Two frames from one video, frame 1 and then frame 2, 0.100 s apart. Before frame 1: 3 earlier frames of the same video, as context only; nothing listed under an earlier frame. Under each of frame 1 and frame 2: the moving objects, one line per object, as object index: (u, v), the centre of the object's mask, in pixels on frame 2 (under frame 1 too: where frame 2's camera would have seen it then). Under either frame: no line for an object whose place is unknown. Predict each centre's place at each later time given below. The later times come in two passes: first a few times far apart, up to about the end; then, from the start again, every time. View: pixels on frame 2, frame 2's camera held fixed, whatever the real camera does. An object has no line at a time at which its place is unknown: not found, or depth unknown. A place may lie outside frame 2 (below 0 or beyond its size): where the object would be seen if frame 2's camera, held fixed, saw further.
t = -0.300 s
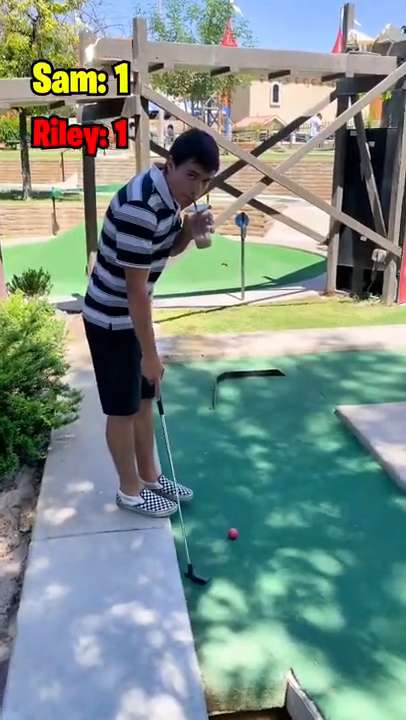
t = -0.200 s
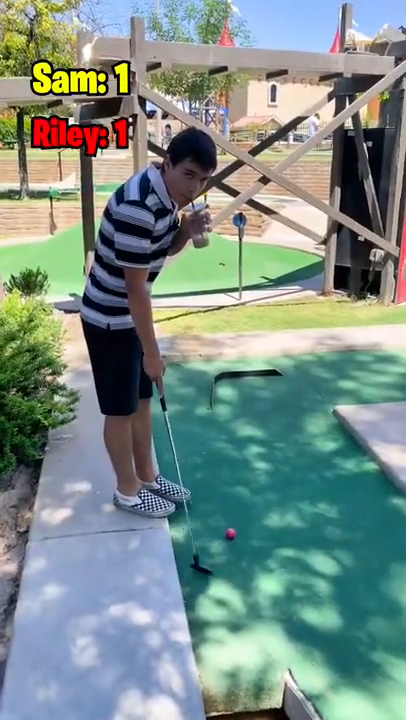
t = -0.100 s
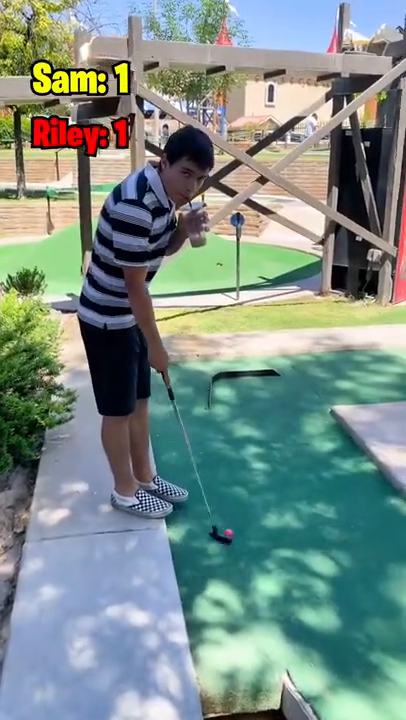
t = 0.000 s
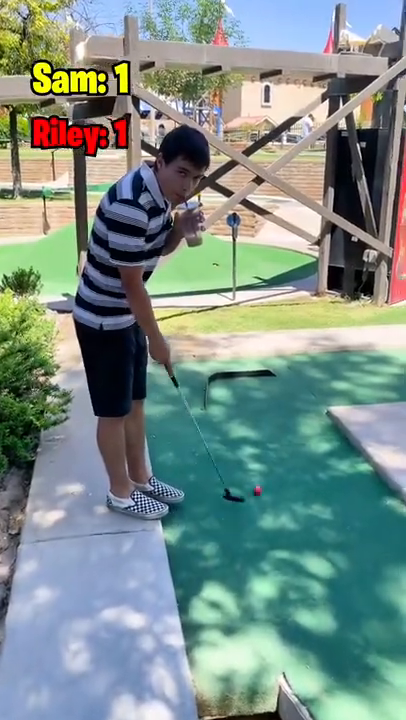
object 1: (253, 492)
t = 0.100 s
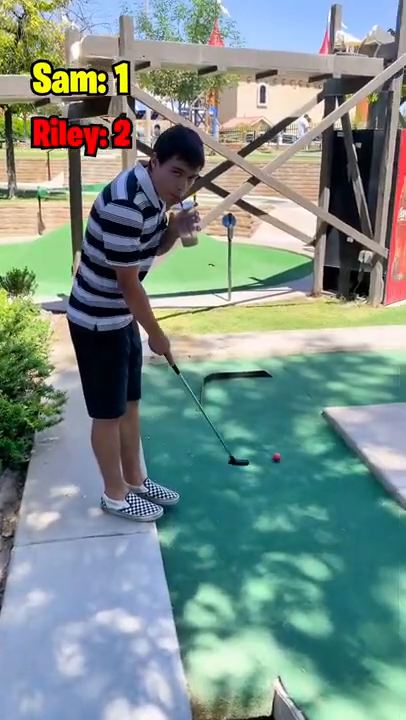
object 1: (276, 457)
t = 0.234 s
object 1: (299, 424)
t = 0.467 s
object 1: (324, 387)
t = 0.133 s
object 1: (283, 447)
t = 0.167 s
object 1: (289, 439)
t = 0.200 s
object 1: (294, 432)
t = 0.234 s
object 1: (299, 424)
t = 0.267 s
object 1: (304, 417)
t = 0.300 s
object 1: (308, 411)
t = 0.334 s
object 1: (312, 405)
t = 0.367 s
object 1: (315, 400)
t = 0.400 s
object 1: (319, 396)
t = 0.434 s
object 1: (322, 392)
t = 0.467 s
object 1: (324, 387)
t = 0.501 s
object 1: (328, 383)
